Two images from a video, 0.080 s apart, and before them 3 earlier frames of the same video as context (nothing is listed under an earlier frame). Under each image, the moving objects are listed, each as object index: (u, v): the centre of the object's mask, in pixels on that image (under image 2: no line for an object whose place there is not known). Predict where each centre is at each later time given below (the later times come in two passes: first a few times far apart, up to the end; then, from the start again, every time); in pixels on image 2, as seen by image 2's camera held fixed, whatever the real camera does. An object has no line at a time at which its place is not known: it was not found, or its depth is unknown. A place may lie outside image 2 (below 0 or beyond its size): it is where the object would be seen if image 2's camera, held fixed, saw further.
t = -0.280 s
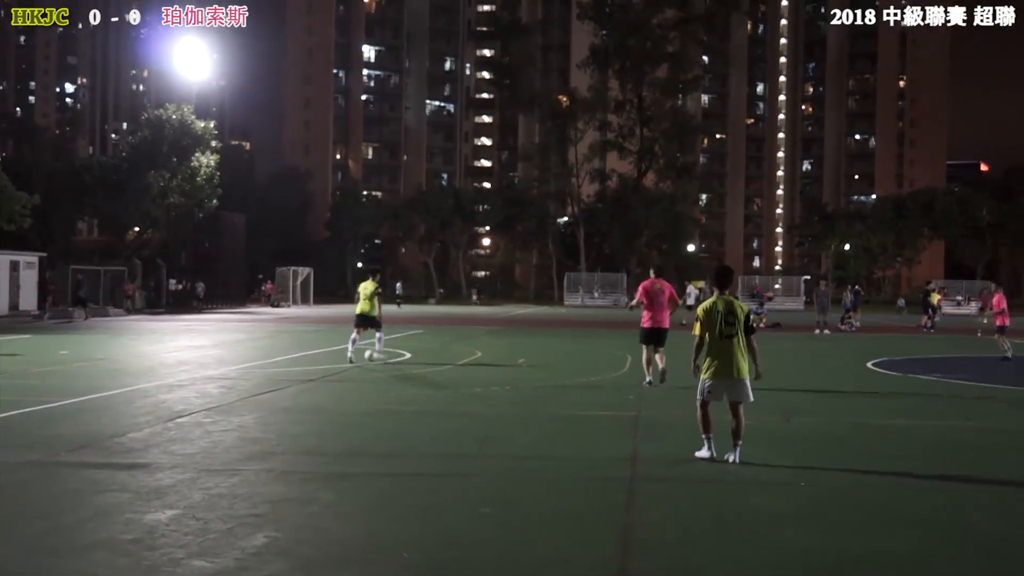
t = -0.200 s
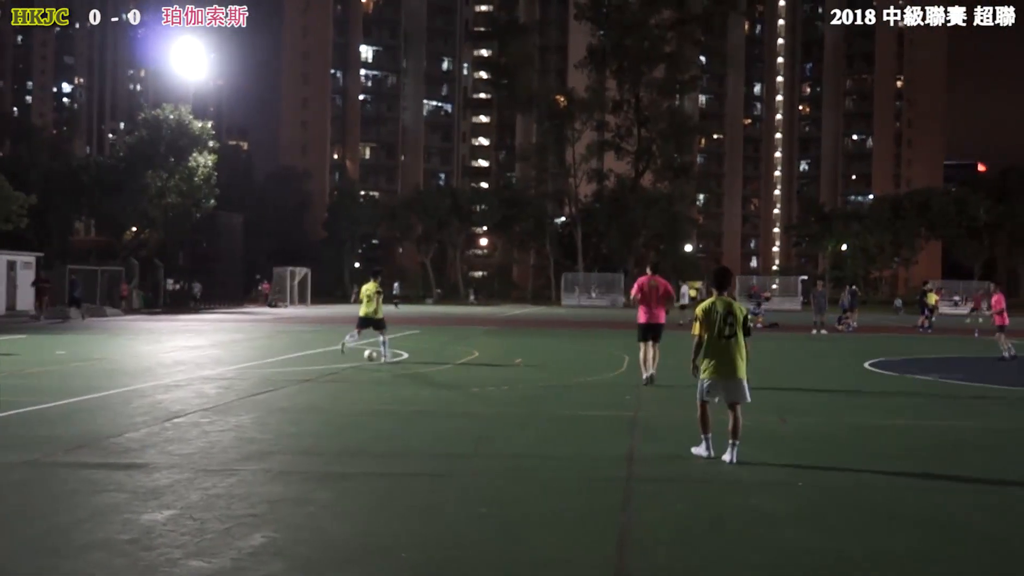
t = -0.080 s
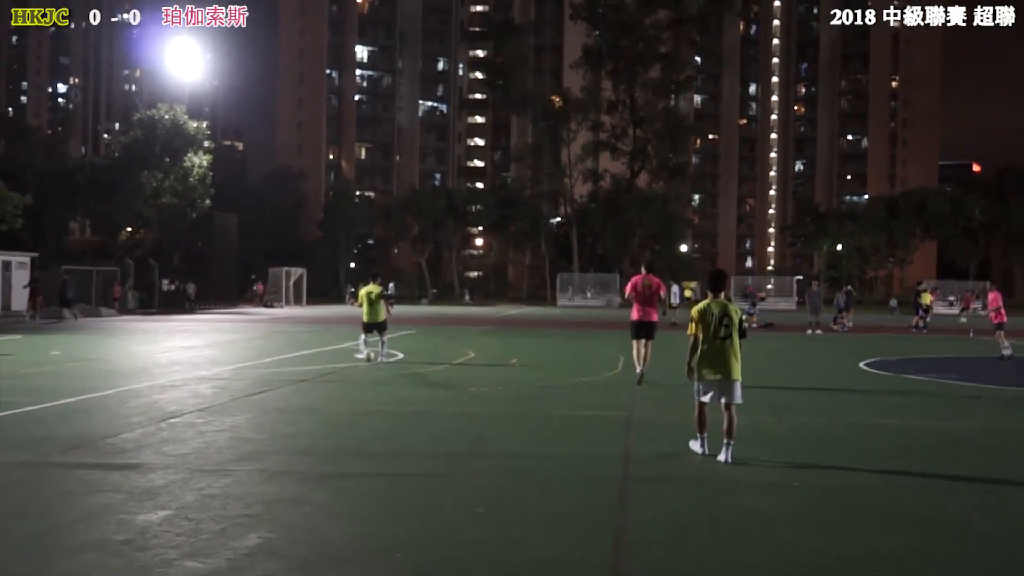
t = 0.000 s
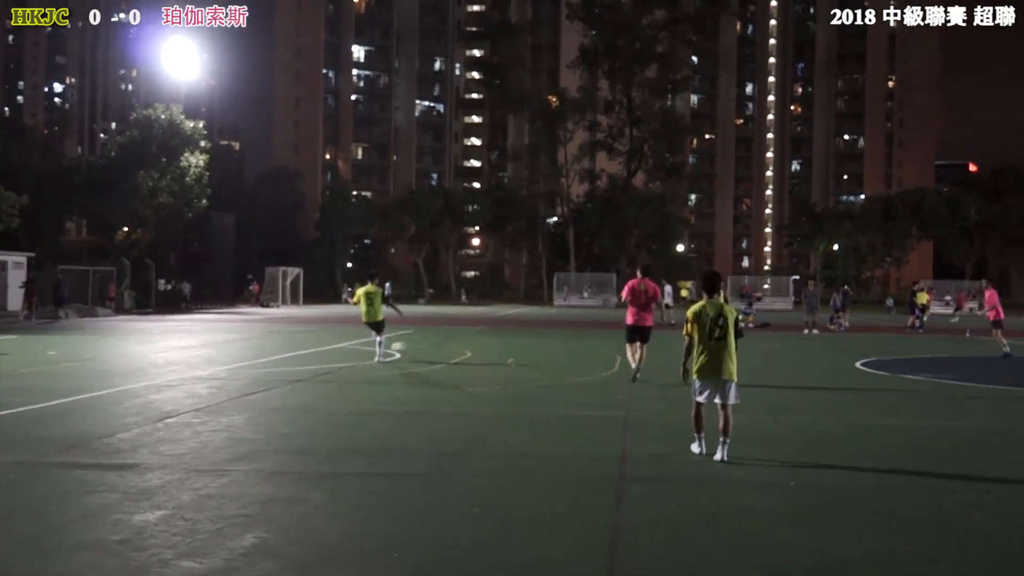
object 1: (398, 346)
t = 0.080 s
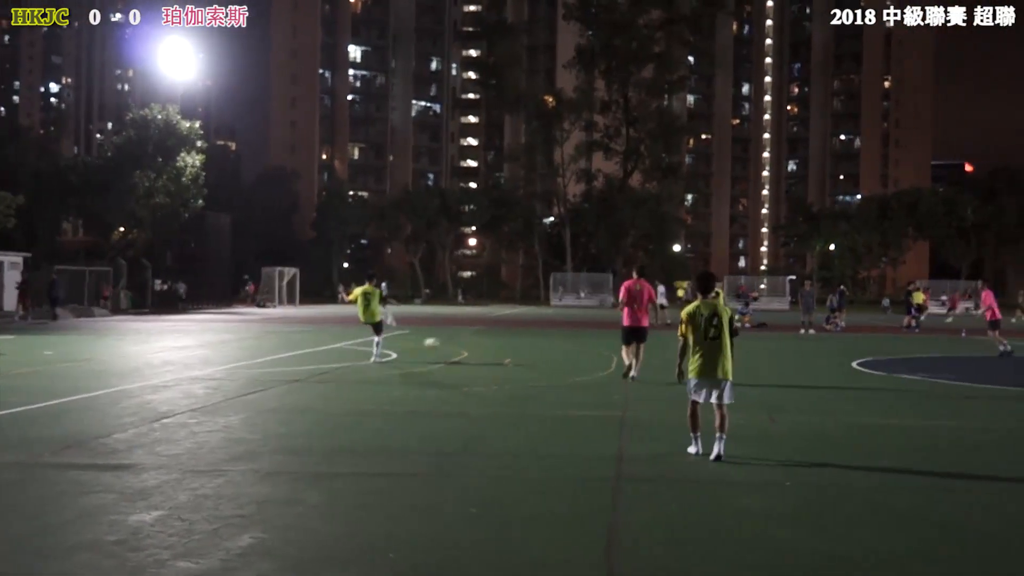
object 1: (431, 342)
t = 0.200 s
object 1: (478, 342)
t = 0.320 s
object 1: (512, 339)
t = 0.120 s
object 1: (448, 341)
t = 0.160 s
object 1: (464, 341)
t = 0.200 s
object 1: (478, 342)
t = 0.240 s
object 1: (492, 343)
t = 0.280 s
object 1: (502, 342)
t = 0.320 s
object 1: (512, 339)
